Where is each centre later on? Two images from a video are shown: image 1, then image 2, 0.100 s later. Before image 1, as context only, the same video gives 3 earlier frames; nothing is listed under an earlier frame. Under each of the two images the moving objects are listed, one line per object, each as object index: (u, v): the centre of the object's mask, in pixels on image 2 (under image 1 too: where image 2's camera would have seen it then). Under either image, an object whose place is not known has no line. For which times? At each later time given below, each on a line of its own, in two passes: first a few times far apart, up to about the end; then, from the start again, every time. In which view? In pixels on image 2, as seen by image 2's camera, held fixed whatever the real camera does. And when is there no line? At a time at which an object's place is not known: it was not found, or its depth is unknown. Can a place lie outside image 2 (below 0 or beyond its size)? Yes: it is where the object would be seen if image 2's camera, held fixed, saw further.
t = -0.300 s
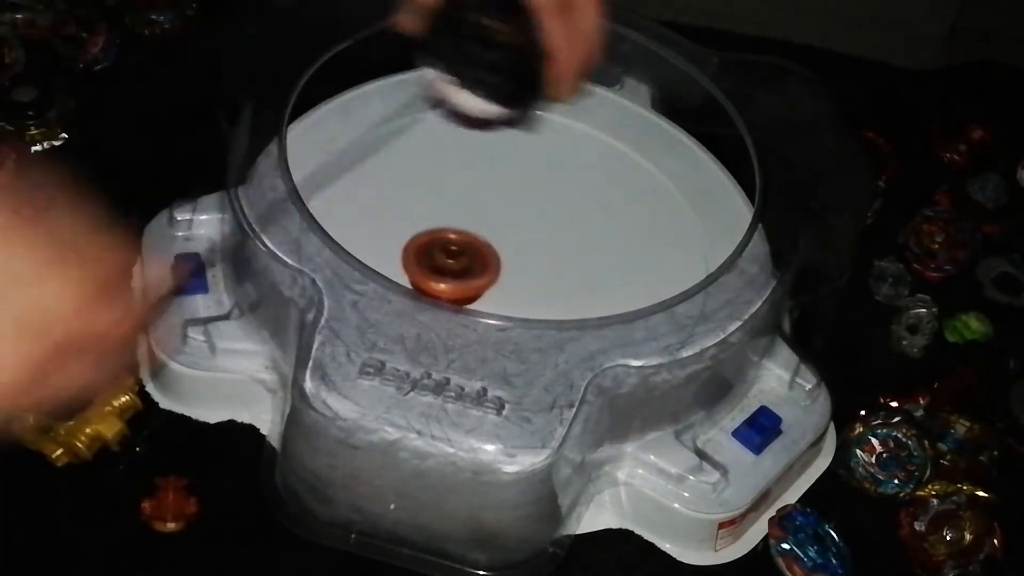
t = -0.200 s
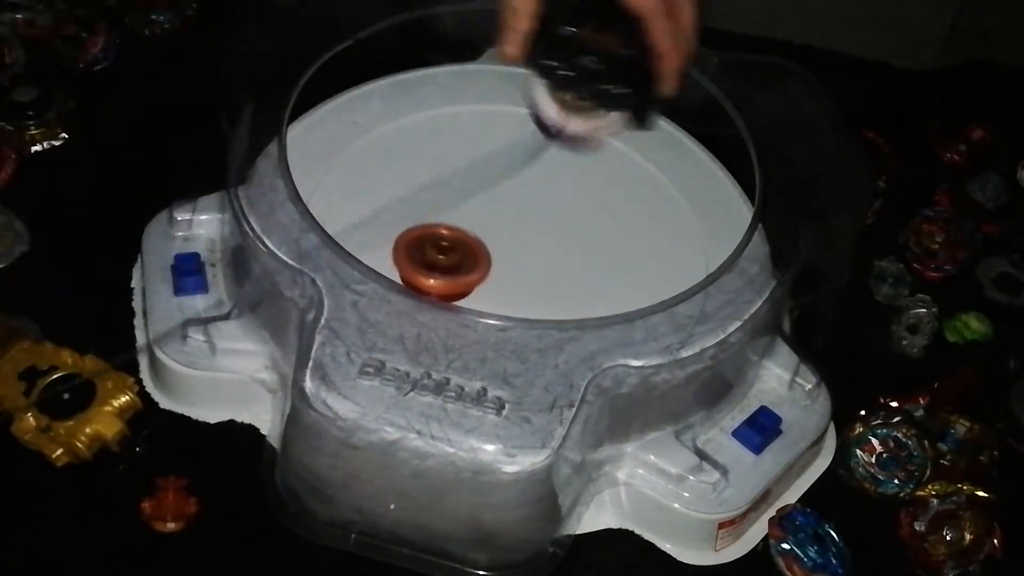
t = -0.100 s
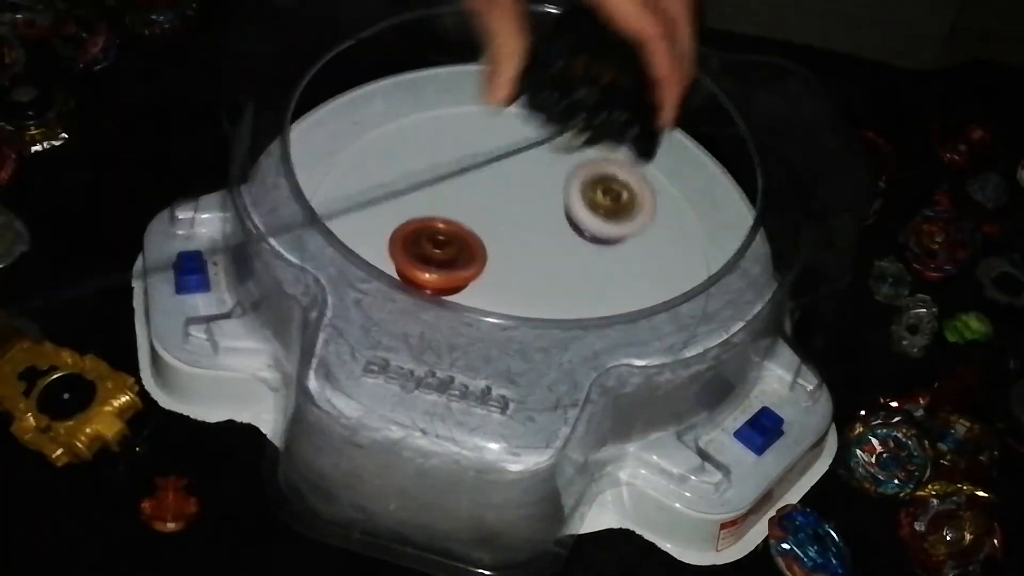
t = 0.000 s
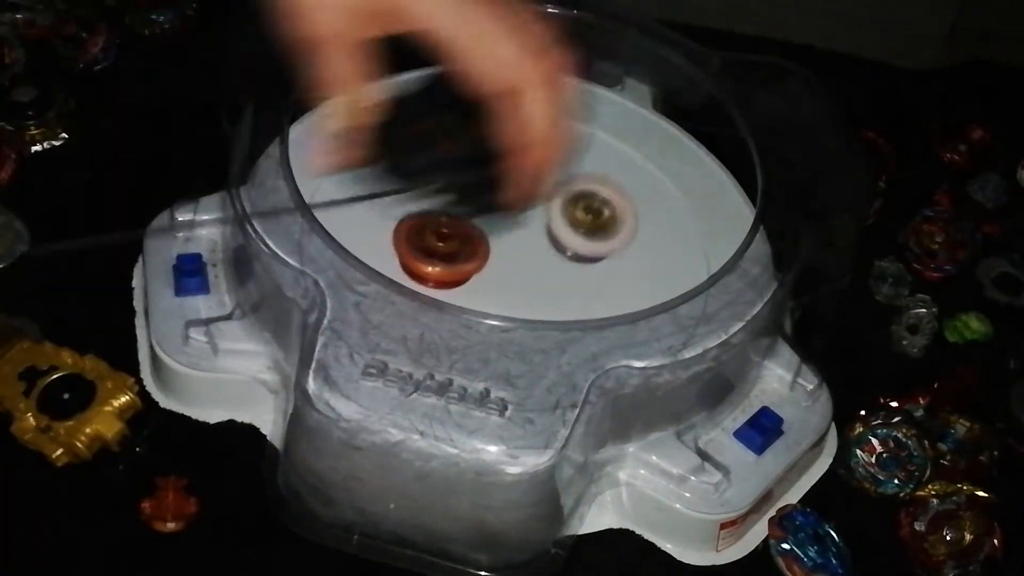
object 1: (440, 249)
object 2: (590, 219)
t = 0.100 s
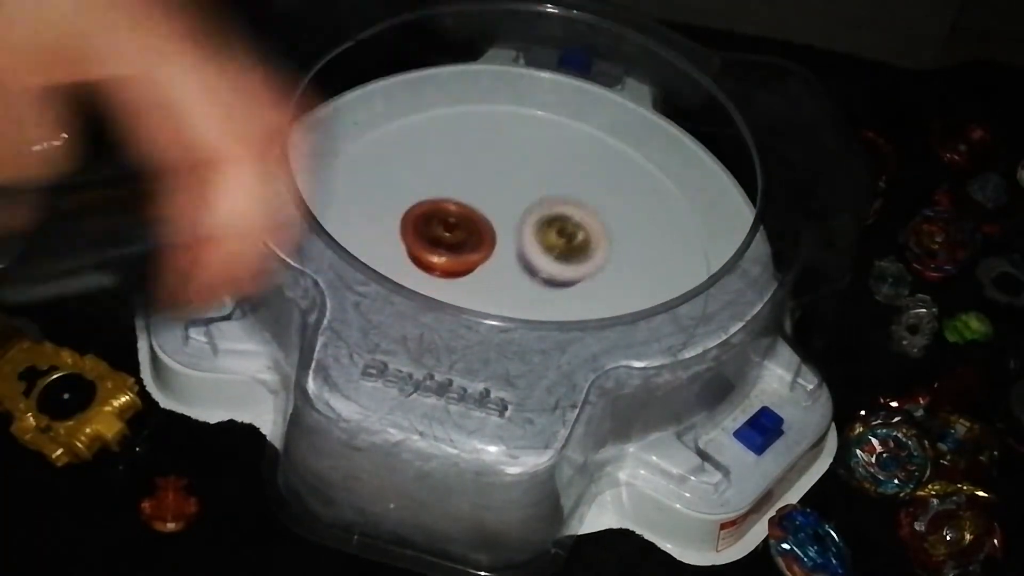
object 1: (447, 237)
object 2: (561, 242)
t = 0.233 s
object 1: (441, 219)
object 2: (529, 263)
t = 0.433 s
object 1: (439, 208)
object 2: (499, 273)
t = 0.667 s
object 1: (449, 199)
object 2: (481, 277)
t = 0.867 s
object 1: (474, 199)
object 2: (469, 279)
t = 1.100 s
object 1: (523, 216)
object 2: (484, 283)
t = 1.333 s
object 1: (567, 222)
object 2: (512, 283)
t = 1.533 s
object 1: (591, 212)
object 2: (519, 281)
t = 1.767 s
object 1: (592, 216)
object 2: (516, 278)
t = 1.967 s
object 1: (572, 223)
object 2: (509, 276)
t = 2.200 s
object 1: (554, 227)
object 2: (477, 273)
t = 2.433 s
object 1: (536, 234)
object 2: (457, 278)
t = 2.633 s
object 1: (524, 230)
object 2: (452, 282)
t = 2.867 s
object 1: (527, 217)
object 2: (443, 289)
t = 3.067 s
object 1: (520, 219)
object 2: (441, 286)
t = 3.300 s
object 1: (529, 223)
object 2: (444, 291)
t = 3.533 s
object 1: (555, 183)
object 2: (448, 292)
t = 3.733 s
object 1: (549, 191)
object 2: (469, 274)
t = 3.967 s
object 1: (553, 205)
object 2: (480, 260)
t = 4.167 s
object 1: (560, 211)
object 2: (474, 254)
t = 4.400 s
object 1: (565, 229)
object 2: (461, 245)
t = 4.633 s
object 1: (562, 252)
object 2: (456, 243)
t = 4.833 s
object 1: (562, 270)
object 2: (450, 242)
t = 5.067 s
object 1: (542, 276)
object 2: (449, 240)
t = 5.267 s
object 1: (538, 278)
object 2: (448, 239)
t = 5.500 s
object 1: (537, 272)
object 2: (445, 233)
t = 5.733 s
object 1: (551, 259)
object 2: (437, 224)
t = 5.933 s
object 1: (541, 244)
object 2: (433, 222)
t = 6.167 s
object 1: (537, 231)
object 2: (434, 219)
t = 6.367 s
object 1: (557, 226)
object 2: (430, 219)
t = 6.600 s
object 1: (559, 232)
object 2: (447, 223)
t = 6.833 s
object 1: (564, 245)
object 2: (462, 223)
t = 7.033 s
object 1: (564, 259)
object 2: (465, 219)
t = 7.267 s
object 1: (547, 267)
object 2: (463, 217)
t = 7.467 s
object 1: (583, 289)
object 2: (420, 182)
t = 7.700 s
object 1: (596, 291)
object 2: (416, 175)
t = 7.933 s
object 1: (559, 284)
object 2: (447, 200)
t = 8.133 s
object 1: (532, 279)
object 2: (459, 223)
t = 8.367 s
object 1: (539, 270)
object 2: (458, 222)
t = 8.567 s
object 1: (546, 265)
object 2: (450, 218)
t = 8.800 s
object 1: (578, 280)
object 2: (443, 185)
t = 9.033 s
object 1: (592, 282)
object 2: (451, 193)
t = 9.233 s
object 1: (568, 278)
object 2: (483, 218)
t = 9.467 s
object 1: (545, 274)
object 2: (480, 213)
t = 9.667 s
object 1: (575, 291)
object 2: (453, 191)
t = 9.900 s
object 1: (552, 283)
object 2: (461, 195)
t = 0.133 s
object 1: (449, 233)
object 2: (550, 248)
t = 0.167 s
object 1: (449, 228)
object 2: (540, 253)
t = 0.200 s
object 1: (445, 223)
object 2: (536, 259)
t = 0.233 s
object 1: (441, 219)
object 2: (529, 263)
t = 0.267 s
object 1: (439, 216)
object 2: (523, 266)
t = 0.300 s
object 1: (438, 214)
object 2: (517, 268)
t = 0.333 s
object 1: (438, 213)
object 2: (511, 269)
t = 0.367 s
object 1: (438, 211)
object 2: (506, 271)
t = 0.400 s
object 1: (439, 209)
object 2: (503, 272)
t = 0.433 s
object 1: (439, 208)
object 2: (499, 273)
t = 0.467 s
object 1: (440, 206)
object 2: (497, 273)
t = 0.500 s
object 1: (440, 204)
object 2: (495, 273)
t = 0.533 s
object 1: (441, 202)
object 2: (492, 273)
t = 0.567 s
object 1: (442, 201)
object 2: (490, 274)
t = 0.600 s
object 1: (443, 200)
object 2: (487, 274)
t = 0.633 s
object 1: (446, 200)
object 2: (483, 274)
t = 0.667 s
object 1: (449, 199)
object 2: (481, 277)
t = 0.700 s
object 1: (452, 198)
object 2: (479, 278)
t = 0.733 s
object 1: (455, 197)
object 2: (477, 278)
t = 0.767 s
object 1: (459, 197)
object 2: (475, 278)
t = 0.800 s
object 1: (464, 198)
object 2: (473, 277)
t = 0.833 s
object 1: (469, 198)
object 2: (470, 277)
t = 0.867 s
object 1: (474, 199)
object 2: (469, 279)
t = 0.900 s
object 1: (481, 201)
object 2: (468, 280)
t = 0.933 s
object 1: (487, 202)
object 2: (469, 281)
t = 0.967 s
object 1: (494, 205)
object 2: (471, 281)
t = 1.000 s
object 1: (501, 208)
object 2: (474, 282)
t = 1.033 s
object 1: (509, 211)
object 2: (476, 282)
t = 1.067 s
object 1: (516, 214)
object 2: (480, 283)
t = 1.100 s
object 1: (523, 216)
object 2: (484, 283)
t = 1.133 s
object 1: (530, 218)
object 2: (488, 283)
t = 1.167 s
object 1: (537, 220)
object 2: (492, 283)
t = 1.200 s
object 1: (544, 221)
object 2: (496, 284)
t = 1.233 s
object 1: (551, 221)
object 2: (500, 284)
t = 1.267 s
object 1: (557, 221)
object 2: (504, 284)
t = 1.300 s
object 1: (562, 221)
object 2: (508, 283)
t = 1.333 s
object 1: (567, 222)
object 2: (512, 283)
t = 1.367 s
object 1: (572, 222)
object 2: (514, 282)
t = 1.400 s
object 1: (580, 218)
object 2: (516, 283)
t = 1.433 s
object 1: (586, 215)
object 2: (517, 283)
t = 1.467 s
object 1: (589, 213)
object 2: (518, 282)
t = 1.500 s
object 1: (591, 212)
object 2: (519, 282)
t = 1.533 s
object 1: (591, 212)
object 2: (519, 281)
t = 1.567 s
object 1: (592, 214)
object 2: (520, 280)
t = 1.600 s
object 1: (591, 215)
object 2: (521, 279)
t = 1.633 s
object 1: (590, 218)
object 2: (521, 279)
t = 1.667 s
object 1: (588, 220)
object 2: (521, 277)
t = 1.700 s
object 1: (588, 221)
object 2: (520, 277)
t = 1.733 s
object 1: (591, 218)
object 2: (516, 278)
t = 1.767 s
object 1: (592, 216)
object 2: (516, 278)
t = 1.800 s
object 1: (591, 215)
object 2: (516, 277)
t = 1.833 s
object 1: (589, 215)
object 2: (514, 277)
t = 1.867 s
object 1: (585, 216)
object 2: (514, 277)
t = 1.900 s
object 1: (580, 219)
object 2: (513, 276)
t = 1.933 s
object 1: (576, 221)
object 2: (511, 276)
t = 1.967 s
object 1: (572, 223)
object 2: (509, 276)
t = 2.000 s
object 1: (570, 224)
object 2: (505, 276)
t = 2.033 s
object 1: (568, 225)
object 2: (502, 276)
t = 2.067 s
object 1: (565, 225)
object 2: (497, 275)
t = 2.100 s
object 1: (562, 226)
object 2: (493, 274)
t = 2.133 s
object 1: (558, 227)
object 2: (488, 274)
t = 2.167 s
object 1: (556, 227)
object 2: (482, 274)
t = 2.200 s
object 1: (554, 227)
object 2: (477, 273)
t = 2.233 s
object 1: (551, 228)
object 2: (473, 272)
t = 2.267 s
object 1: (547, 229)
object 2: (469, 272)
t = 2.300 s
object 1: (543, 231)
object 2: (467, 272)
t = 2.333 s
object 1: (540, 234)
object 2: (466, 272)
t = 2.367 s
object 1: (538, 235)
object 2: (463, 277)
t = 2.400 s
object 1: (537, 234)
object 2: (460, 277)
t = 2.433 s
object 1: (536, 234)
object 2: (457, 278)
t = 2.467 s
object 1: (534, 234)
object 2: (455, 277)
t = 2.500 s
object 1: (531, 235)
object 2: (455, 277)
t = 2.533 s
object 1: (529, 235)
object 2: (454, 279)
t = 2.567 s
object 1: (528, 232)
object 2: (453, 280)
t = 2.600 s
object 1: (527, 231)
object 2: (452, 281)
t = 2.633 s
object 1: (524, 230)
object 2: (452, 282)
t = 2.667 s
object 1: (522, 229)
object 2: (452, 281)
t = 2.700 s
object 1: (519, 230)
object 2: (452, 281)
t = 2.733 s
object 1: (519, 228)
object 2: (451, 282)
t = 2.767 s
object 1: (523, 224)
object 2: (447, 284)
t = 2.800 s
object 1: (526, 221)
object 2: (445, 286)
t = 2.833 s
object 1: (527, 218)
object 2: (443, 288)
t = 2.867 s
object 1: (527, 217)
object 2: (443, 289)
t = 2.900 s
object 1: (526, 216)
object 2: (443, 290)
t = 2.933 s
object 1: (525, 215)
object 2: (442, 289)
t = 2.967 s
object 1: (524, 215)
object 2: (442, 289)
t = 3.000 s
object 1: (522, 217)
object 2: (442, 287)
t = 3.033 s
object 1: (521, 218)
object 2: (441, 286)
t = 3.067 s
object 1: (520, 219)
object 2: (441, 286)
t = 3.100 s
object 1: (519, 221)
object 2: (441, 286)
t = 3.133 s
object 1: (518, 223)
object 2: (441, 285)
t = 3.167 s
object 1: (518, 225)
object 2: (442, 285)
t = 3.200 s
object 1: (517, 228)
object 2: (444, 283)
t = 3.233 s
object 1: (517, 230)
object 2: (449, 276)
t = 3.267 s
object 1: (517, 232)
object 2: (451, 276)
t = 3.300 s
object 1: (529, 223)
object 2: (444, 291)
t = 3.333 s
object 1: (541, 212)
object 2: (442, 295)
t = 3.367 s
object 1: (549, 203)
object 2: (443, 296)
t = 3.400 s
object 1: (553, 196)
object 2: (442, 295)
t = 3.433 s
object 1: (555, 191)
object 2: (443, 295)
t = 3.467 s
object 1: (556, 187)
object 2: (445, 293)
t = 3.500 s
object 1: (556, 184)
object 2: (446, 293)
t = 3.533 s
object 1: (555, 183)
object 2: (448, 292)
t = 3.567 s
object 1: (555, 182)
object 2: (451, 290)
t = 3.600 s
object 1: (554, 183)
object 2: (457, 280)
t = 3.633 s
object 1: (553, 184)
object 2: (460, 278)
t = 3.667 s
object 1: (552, 186)
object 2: (462, 277)
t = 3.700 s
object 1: (550, 188)
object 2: (465, 276)
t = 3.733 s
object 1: (549, 191)
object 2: (469, 274)
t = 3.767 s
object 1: (548, 194)
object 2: (473, 272)
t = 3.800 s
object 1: (546, 198)
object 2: (476, 269)
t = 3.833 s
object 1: (544, 202)
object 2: (480, 265)
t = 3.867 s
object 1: (544, 205)
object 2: (481, 263)
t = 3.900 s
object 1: (549, 205)
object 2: (479, 262)
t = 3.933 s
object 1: (552, 205)
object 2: (480, 261)
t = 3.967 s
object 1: (553, 205)
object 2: (480, 260)
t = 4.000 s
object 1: (552, 207)
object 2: (481, 259)
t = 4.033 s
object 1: (552, 209)
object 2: (480, 258)
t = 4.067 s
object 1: (556, 210)
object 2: (477, 258)
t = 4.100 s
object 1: (559, 209)
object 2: (476, 257)
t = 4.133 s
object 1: (560, 210)
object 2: (475, 255)
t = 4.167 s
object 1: (560, 211)
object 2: (474, 254)
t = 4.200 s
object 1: (559, 214)
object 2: (473, 253)
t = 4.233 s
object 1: (558, 217)
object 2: (471, 251)
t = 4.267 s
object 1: (558, 221)
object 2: (470, 250)
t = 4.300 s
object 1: (559, 224)
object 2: (469, 249)
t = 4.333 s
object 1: (562, 225)
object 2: (465, 248)
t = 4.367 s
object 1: (565, 227)
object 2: (464, 246)
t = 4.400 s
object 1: (565, 229)
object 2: (461, 245)
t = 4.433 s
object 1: (564, 232)
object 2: (460, 245)
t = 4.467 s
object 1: (562, 235)
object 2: (459, 245)
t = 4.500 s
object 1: (560, 238)
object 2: (459, 245)
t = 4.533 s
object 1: (559, 242)
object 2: (459, 244)
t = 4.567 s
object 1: (560, 246)
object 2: (458, 244)
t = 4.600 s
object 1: (562, 249)
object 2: (457, 244)
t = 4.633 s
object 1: (562, 252)
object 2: (456, 243)
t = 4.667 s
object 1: (561, 254)
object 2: (456, 244)
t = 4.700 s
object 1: (559, 257)
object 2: (457, 244)
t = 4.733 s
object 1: (557, 260)
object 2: (457, 243)
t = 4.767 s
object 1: (555, 263)
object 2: (455, 243)
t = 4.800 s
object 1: (559, 267)
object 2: (451, 242)
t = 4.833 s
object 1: (562, 270)
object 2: (450, 242)
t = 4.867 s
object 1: (563, 271)
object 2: (450, 242)
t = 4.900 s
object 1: (562, 272)
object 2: (449, 242)
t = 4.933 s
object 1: (559, 273)
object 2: (450, 242)
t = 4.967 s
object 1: (556, 273)
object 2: (451, 241)
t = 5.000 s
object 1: (551, 274)
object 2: (450, 241)
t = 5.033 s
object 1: (546, 275)
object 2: (449, 240)
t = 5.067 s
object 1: (542, 276)
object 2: (449, 240)
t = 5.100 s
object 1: (541, 277)
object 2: (447, 240)
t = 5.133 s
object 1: (541, 278)
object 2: (447, 240)
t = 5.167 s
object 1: (542, 279)
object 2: (448, 240)
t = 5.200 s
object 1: (541, 279)
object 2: (448, 240)
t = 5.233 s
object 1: (540, 279)
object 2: (448, 239)
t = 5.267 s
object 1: (538, 278)
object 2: (448, 239)
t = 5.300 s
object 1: (540, 279)
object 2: (443, 237)
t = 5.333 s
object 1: (543, 279)
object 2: (443, 237)
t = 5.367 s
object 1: (545, 279)
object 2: (445, 237)
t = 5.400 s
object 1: (544, 278)
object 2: (444, 235)
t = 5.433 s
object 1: (543, 276)
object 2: (443, 235)
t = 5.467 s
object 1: (540, 274)
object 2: (445, 235)
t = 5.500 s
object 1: (537, 272)
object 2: (445, 233)
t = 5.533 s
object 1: (535, 270)
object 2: (443, 233)
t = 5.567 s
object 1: (540, 270)
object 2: (440, 230)
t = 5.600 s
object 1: (546, 270)
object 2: (436, 227)
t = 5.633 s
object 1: (550, 269)
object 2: (436, 225)
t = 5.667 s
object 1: (552, 266)
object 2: (435, 224)
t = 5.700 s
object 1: (552, 263)
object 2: (435, 224)
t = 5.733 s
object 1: (551, 259)
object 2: (437, 224)
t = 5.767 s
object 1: (547, 255)
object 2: (437, 223)
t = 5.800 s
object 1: (543, 251)
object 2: (437, 223)
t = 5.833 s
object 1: (539, 249)
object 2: (438, 223)
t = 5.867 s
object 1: (535, 246)
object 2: (438, 222)
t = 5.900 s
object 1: (538, 245)
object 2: (432, 221)
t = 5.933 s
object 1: (541, 244)
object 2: (433, 222)
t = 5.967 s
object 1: (542, 242)
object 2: (434, 221)
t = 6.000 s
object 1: (543, 239)
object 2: (433, 220)
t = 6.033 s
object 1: (543, 237)
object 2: (433, 220)
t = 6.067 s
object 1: (542, 235)
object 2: (434, 220)
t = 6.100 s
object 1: (541, 233)
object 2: (434, 219)
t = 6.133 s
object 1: (539, 232)
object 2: (433, 218)
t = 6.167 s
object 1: (537, 231)
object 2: (434, 219)
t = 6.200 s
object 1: (535, 230)
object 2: (435, 219)
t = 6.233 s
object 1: (538, 229)
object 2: (431, 218)
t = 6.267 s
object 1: (546, 229)
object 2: (428, 218)
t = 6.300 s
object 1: (551, 228)
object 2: (430, 219)
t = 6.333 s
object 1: (555, 227)
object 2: (430, 219)
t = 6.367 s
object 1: (557, 226)
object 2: (430, 219)
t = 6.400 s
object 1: (559, 226)
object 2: (432, 219)
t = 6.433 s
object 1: (560, 226)
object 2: (433, 219)
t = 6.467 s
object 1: (560, 226)
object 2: (435, 221)
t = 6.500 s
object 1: (560, 228)
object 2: (437, 221)
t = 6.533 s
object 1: (560, 229)
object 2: (440, 221)
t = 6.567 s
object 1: (560, 231)
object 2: (443, 222)
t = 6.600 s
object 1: (559, 232)
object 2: (447, 223)
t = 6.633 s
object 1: (558, 234)
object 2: (452, 223)
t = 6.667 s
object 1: (557, 236)
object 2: (456, 224)
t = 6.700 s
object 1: (558, 238)
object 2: (459, 224)
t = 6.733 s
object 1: (563, 241)
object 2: (460, 223)
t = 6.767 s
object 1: (565, 242)
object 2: (461, 223)
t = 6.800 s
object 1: (565, 244)
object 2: (461, 223)
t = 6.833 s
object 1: (564, 245)
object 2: (462, 223)
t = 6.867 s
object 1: (562, 246)
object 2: (464, 223)
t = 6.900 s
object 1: (559, 248)
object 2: (464, 222)
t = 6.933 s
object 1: (556, 249)
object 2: (465, 221)
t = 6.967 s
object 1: (559, 254)
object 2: (464, 221)
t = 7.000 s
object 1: (563, 257)
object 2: (463, 220)
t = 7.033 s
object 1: (564, 259)
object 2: (465, 219)
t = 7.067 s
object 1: (564, 260)
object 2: (464, 218)
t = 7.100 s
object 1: (562, 261)
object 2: (464, 219)
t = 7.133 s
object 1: (559, 261)
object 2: (466, 219)
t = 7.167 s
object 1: (555, 262)
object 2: (467, 219)
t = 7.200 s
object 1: (550, 263)
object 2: (467, 218)
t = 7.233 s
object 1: (547, 264)
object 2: (464, 218)
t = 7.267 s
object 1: (547, 267)
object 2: (463, 217)
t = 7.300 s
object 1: (545, 268)
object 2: (463, 216)
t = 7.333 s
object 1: (542, 268)
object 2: (462, 216)
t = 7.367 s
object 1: (539, 268)
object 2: (462, 216)
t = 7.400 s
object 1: (554, 278)
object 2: (447, 206)
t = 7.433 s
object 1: (570, 286)
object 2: (432, 191)
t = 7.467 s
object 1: (583, 289)
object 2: (420, 182)
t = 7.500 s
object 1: (591, 291)
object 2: (411, 175)
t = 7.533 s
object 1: (597, 291)
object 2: (405, 170)
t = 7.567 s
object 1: (600, 291)
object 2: (402, 168)
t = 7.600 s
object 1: (600, 291)
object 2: (402, 168)
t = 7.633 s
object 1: (599, 291)
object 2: (404, 170)
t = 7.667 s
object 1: (598, 291)
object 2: (409, 172)
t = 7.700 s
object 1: (596, 291)
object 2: (416, 175)
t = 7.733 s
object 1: (593, 291)
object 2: (423, 178)
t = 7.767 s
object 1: (589, 291)
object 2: (429, 181)
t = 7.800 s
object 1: (585, 293)
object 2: (434, 184)
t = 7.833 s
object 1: (580, 291)
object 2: (438, 188)
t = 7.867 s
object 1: (573, 288)
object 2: (442, 191)
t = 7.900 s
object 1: (566, 286)
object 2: (445, 196)
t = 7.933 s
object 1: (559, 284)
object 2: (447, 200)
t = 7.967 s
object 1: (552, 281)
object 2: (450, 205)
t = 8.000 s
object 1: (544, 278)
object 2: (453, 212)
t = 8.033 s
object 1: (536, 274)
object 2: (457, 220)
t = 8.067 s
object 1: (533, 275)
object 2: (457, 222)
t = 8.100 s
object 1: (533, 278)
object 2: (458, 223)
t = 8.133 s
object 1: (532, 279)
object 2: (459, 223)
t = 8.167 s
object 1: (532, 279)
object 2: (460, 224)
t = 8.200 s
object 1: (533, 278)
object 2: (460, 224)
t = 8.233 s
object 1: (535, 277)
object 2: (460, 224)
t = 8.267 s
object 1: (536, 275)
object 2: (459, 223)
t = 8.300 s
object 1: (538, 274)
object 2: (459, 223)
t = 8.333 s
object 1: (538, 272)
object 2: (458, 223)
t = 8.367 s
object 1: (539, 270)
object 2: (458, 222)
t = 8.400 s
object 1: (539, 269)
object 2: (457, 222)
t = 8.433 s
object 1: (538, 267)
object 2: (457, 221)
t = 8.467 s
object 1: (541, 268)
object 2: (453, 219)
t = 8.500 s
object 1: (544, 268)
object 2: (450, 218)
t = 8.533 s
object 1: (546, 267)
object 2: (449, 218)
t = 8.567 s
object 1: (546, 265)
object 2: (450, 218)
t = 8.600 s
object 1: (545, 263)
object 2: (452, 218)
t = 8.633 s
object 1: (544, 262)
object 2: (455, 218)
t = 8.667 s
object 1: (542, 261)
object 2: (460, 218)
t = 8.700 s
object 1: (540, 260)
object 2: (463, 216)
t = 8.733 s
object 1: (555, 268)
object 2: (454, 204)
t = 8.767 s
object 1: (568, 276)
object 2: (446, 193)
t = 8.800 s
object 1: (578, 280)
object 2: (443, 185)
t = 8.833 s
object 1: (586, 281)
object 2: (444, 182)
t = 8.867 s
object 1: (591, 281)
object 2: (445, 181)
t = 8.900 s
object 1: (594, 282)
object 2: (446, 181)
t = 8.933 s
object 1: (594, 282)
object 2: (447, 183)
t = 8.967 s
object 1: (594, 282)
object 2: (449, 186)
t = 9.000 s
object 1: (594, 282)
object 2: (450, 189)
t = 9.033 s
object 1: (592, 282)
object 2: (451, 193)
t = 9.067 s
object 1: (590, 282)
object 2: (454, 198)
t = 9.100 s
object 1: (587, 281)
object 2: (456, 203)
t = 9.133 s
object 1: (584, 281)
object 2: (461, 209)
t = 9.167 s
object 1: (579, 281)
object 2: (469, 214)
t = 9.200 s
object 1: (573, 280)
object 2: (476, 216)
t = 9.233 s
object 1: (568, 278)
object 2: (483, 218)
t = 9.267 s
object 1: (562, 277)
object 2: (488, 217)
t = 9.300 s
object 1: (556, 275)
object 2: (488, 215)
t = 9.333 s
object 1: (553, 274)
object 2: (485, 212)
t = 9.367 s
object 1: (552, 276)
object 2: (481, 211)
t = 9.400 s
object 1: (551, 276)
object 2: (481, 213)
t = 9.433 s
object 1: (548, 275)
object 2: (482, 214)
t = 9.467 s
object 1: (545, 274)
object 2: (480, 213)
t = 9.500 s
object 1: (554, 281)
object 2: (468, 203)
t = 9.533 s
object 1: (563, 287)
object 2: (459, 195)
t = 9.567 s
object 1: (569, 289)
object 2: (455, 192)
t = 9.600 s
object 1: (573, 290)
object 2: (453, 191)
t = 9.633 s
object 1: (575, 291)
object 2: (453, 191)
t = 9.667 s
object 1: (575, 291)
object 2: (453, 191)
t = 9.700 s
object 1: (574, 290)
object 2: (455, 191)
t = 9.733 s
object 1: (572, 290)
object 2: (456, 190)
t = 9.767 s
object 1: (569, 289)
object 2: (457, 190)
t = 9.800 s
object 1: (565, 288)
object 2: (457, 190)
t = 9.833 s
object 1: (561, 287)
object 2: (457, 191)
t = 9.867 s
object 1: (556, 285)
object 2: (459, 192)
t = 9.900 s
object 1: (552, 283)
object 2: (461, 195)
